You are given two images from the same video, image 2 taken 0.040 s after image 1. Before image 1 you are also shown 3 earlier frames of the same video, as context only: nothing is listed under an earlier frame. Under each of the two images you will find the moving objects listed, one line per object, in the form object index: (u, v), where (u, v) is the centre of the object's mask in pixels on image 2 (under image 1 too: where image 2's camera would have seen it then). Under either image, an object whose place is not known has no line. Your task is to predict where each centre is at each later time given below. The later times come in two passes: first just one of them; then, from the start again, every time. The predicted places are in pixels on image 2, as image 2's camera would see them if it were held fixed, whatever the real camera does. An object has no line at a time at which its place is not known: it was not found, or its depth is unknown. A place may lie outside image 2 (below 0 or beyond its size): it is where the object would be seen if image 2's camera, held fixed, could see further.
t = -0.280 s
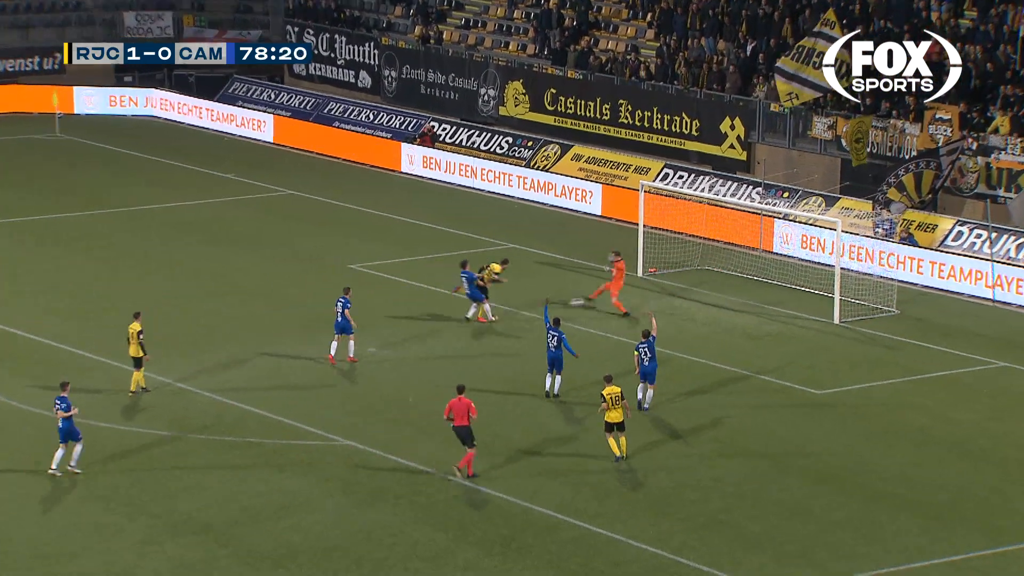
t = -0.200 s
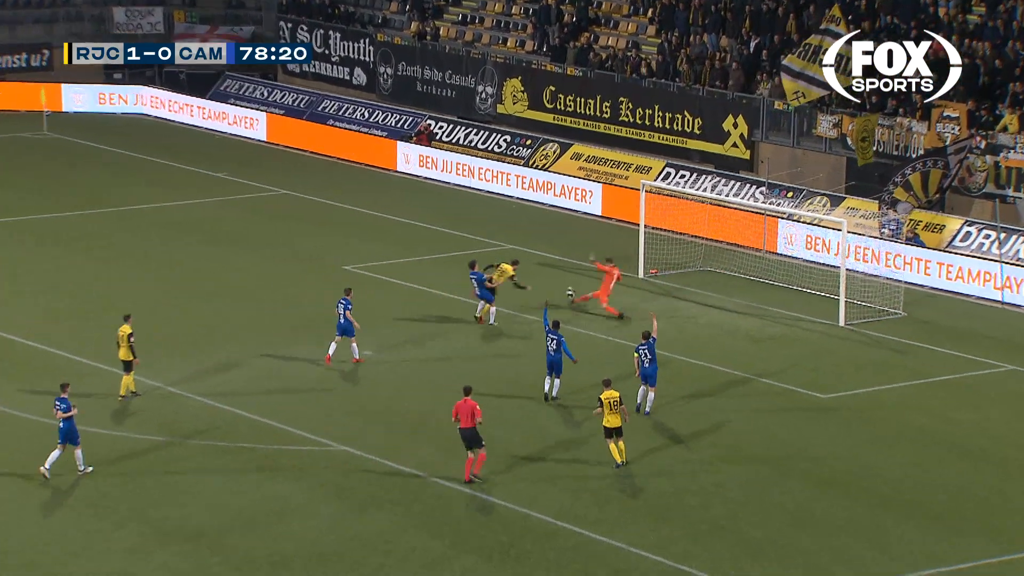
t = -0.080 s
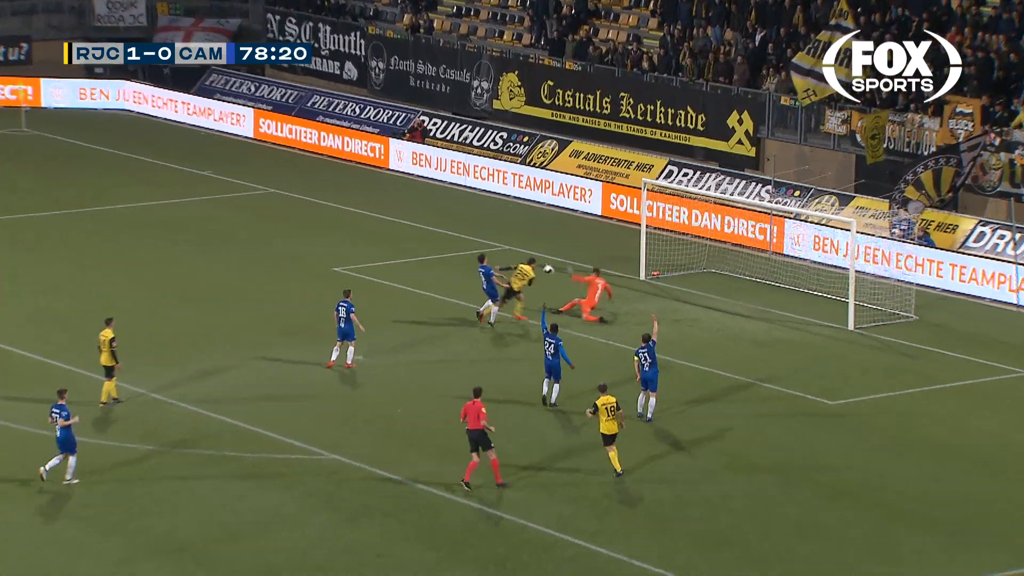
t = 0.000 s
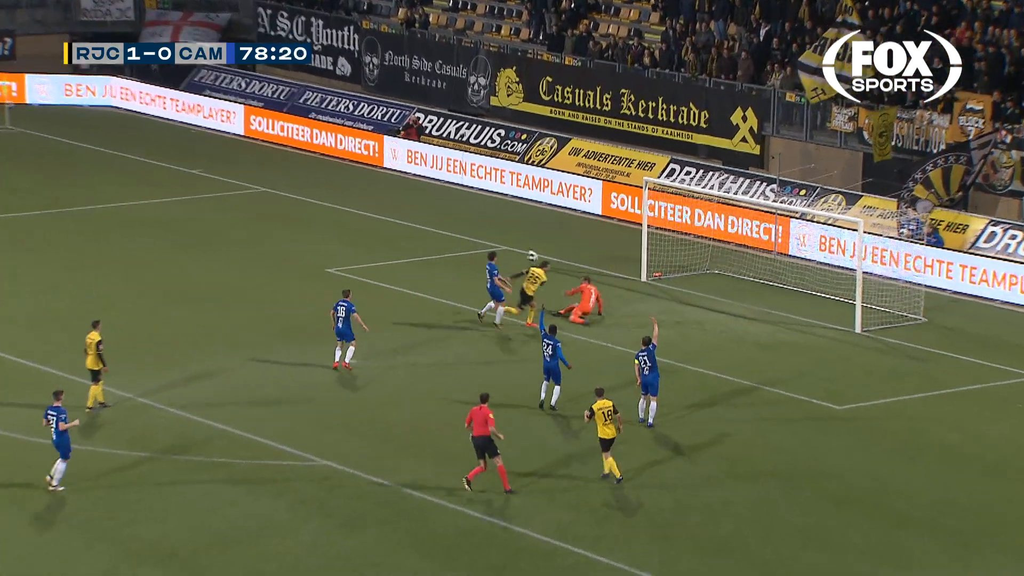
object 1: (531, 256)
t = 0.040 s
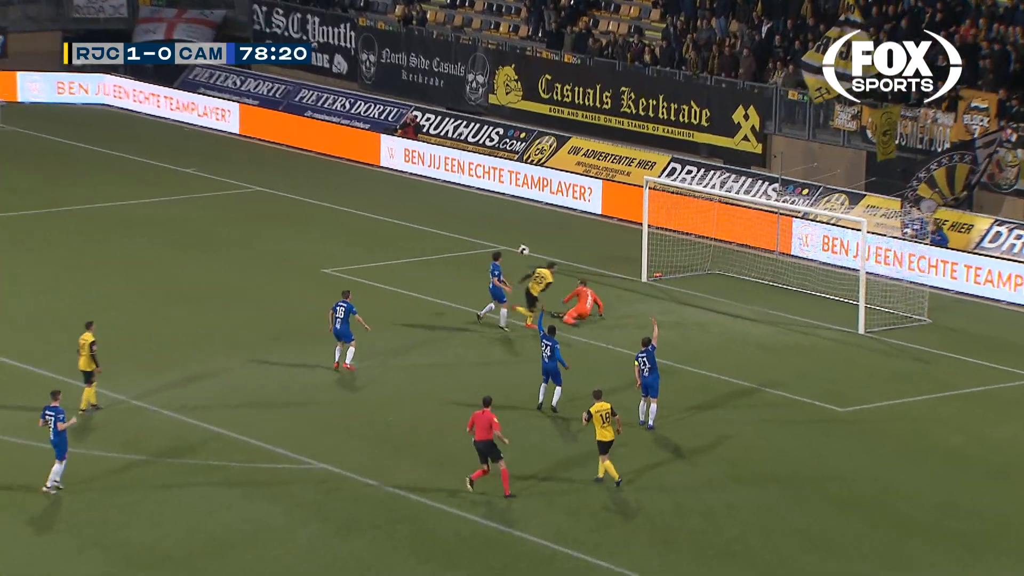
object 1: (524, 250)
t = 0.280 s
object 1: (477, 229)
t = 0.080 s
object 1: (516, 244)
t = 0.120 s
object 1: (508, 240)
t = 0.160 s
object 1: (501, 236)
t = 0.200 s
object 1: (493, 233)
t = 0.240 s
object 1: (484, 230)
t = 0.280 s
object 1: (477, 229)
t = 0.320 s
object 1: (469, 228)
